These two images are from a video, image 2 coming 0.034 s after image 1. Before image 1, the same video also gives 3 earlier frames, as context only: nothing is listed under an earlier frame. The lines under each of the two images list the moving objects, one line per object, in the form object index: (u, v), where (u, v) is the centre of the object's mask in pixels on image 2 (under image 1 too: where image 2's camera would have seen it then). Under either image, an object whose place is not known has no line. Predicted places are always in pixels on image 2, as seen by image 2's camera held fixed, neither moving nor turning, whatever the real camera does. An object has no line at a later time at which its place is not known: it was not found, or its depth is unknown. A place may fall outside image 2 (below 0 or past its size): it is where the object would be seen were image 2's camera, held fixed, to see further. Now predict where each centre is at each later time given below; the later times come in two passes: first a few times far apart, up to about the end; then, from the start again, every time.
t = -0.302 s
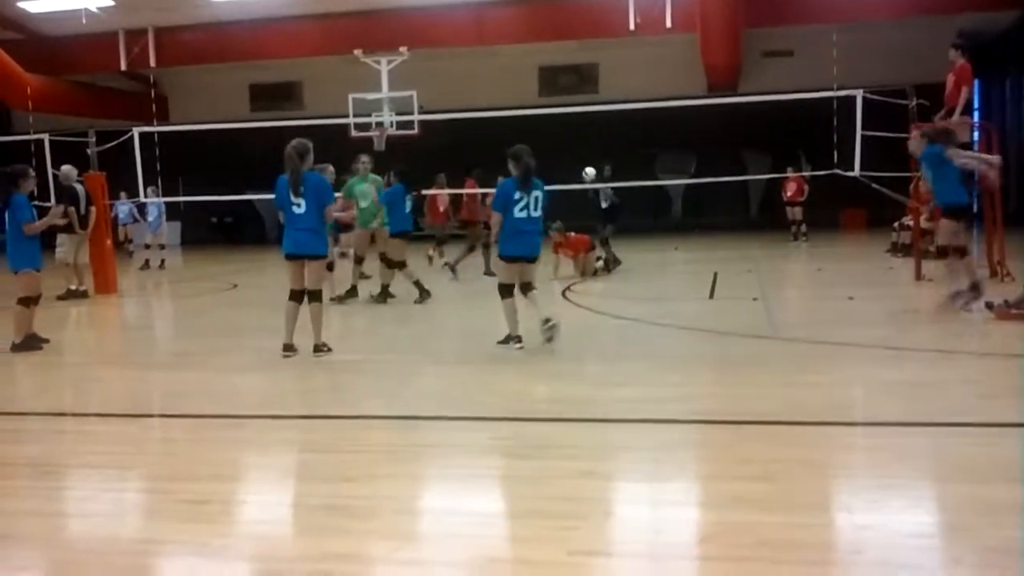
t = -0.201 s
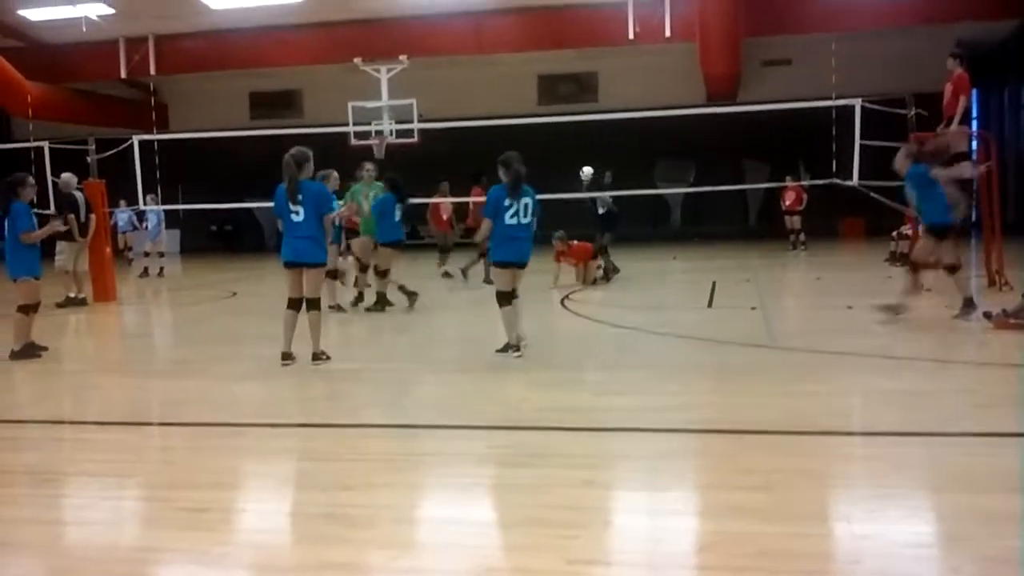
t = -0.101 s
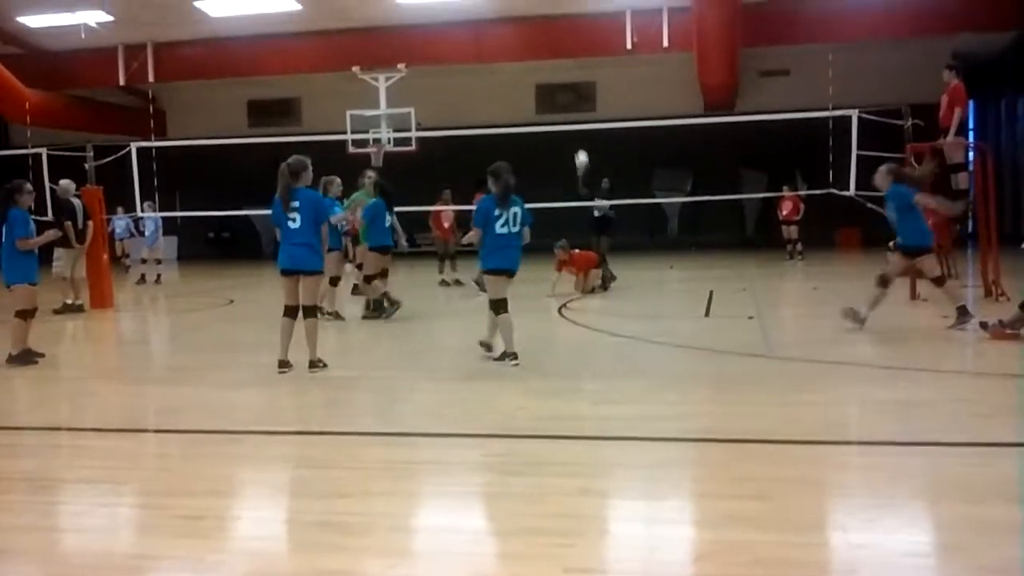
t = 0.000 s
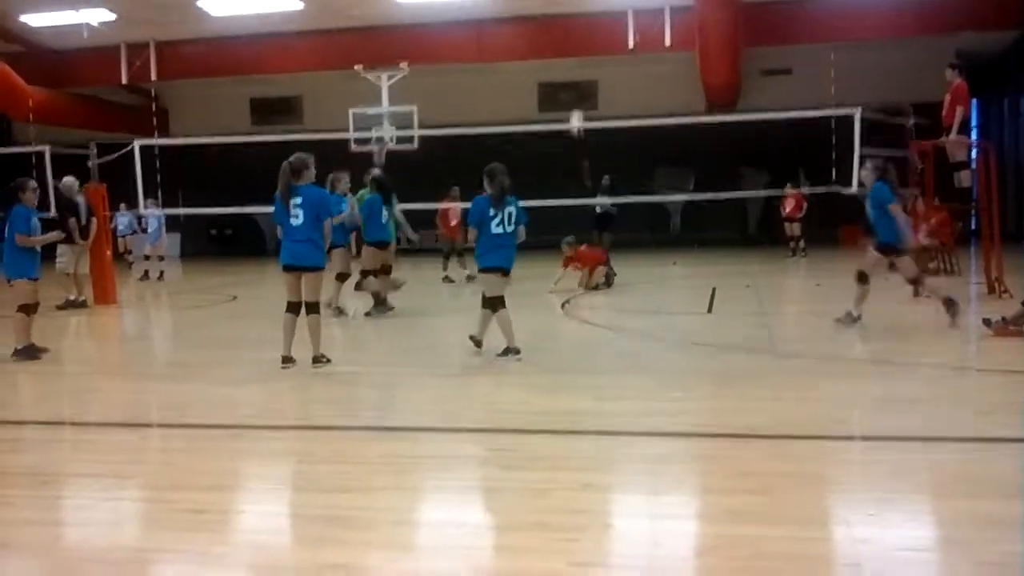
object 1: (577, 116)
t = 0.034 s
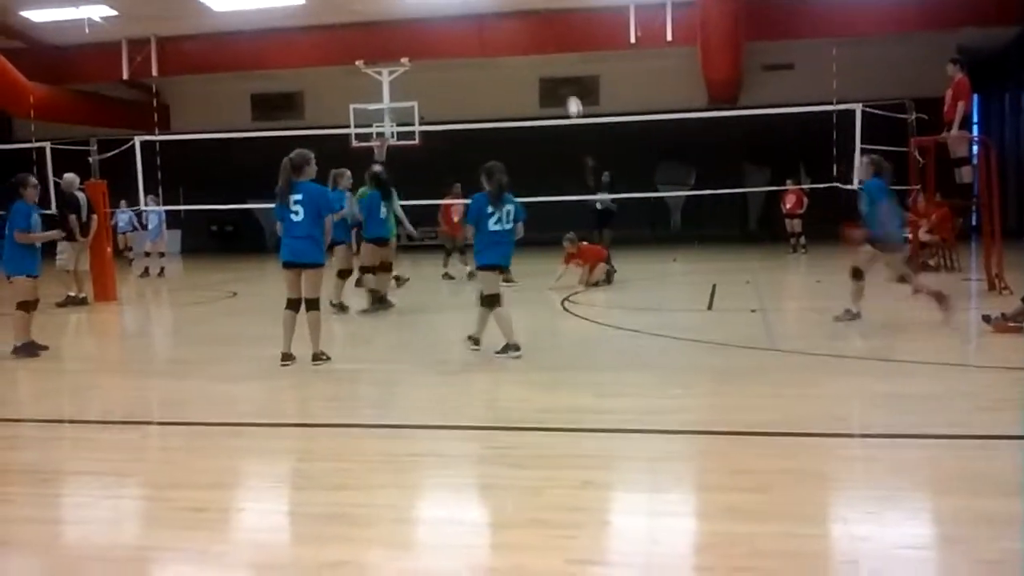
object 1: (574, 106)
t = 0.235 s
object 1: (557, 54)
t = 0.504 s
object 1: (534, 23)
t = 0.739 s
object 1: (512, 42)
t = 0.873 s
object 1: (499, 76)
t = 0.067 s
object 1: (571, 96)
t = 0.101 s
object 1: (569, 87)
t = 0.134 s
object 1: (566, 78)
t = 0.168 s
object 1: (564, 70)
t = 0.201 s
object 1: (560, 62)
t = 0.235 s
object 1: (557, 54)
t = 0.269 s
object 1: (555, 47)
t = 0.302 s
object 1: (552, 41)
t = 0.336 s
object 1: (549, 36)
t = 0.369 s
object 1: (546, 32)
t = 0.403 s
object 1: (543, 26)
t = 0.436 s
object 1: (540, 25)
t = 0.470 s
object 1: (537, 24)
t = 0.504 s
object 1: (534, 23)
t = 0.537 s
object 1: (531, 23)
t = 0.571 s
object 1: (528, 23)
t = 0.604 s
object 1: (525, 25)
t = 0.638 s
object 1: (522, 27)
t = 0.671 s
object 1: (519, 31)
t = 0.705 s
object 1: (515, 36)
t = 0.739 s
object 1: (512, 42)
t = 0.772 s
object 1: (509, 48)
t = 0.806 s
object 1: (505, 55)
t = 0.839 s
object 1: (502, 65)
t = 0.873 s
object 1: (499, 76)
